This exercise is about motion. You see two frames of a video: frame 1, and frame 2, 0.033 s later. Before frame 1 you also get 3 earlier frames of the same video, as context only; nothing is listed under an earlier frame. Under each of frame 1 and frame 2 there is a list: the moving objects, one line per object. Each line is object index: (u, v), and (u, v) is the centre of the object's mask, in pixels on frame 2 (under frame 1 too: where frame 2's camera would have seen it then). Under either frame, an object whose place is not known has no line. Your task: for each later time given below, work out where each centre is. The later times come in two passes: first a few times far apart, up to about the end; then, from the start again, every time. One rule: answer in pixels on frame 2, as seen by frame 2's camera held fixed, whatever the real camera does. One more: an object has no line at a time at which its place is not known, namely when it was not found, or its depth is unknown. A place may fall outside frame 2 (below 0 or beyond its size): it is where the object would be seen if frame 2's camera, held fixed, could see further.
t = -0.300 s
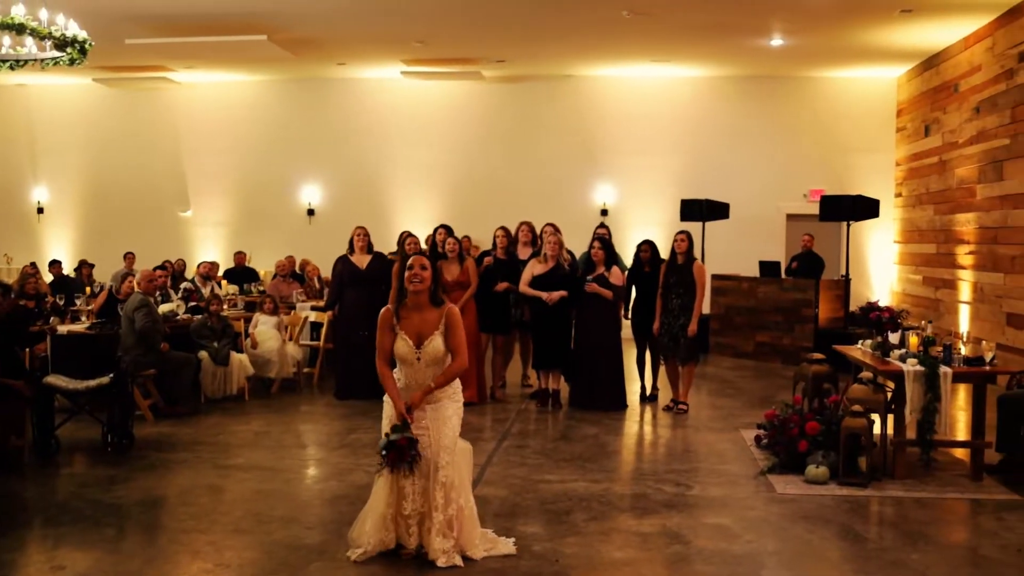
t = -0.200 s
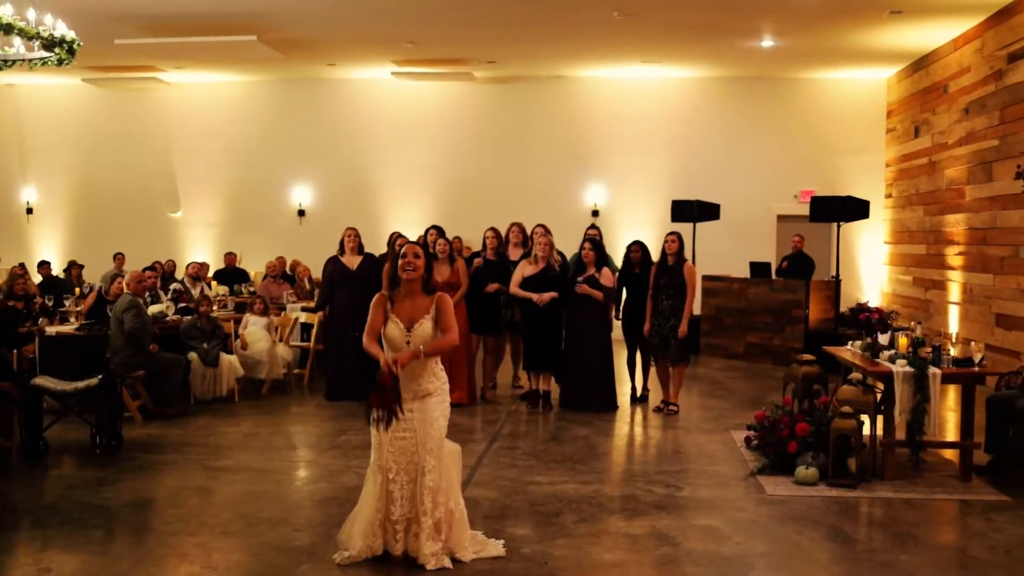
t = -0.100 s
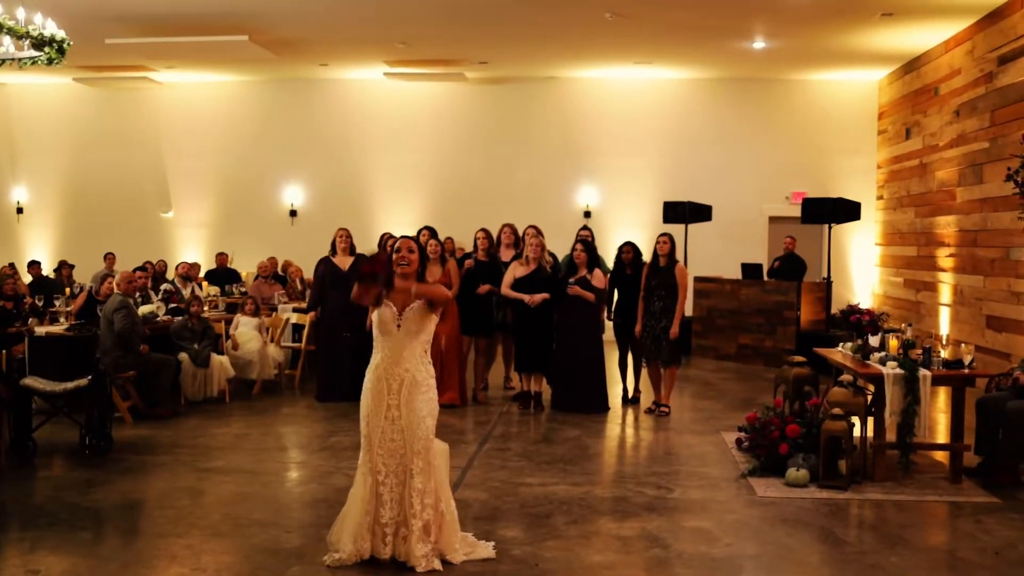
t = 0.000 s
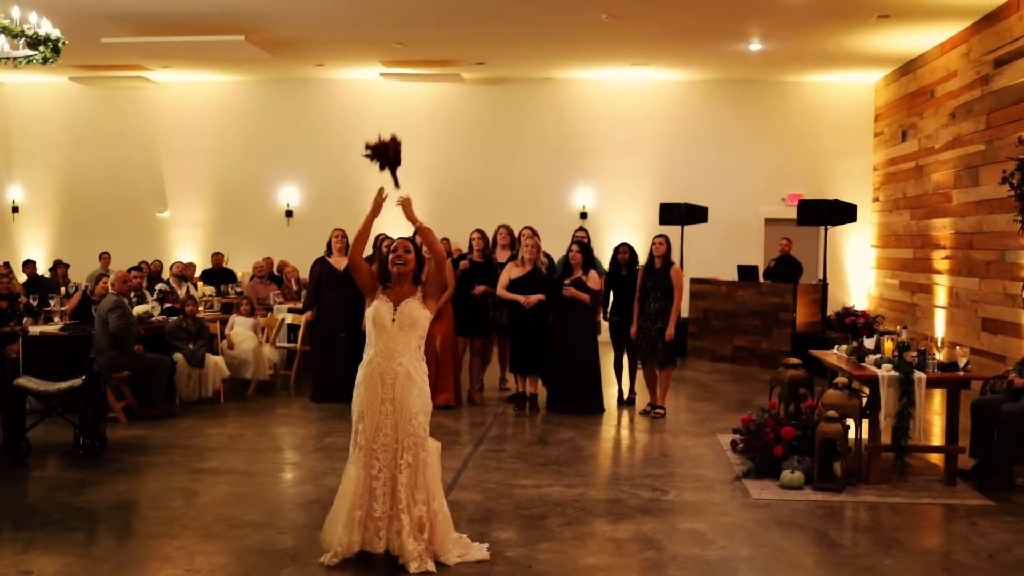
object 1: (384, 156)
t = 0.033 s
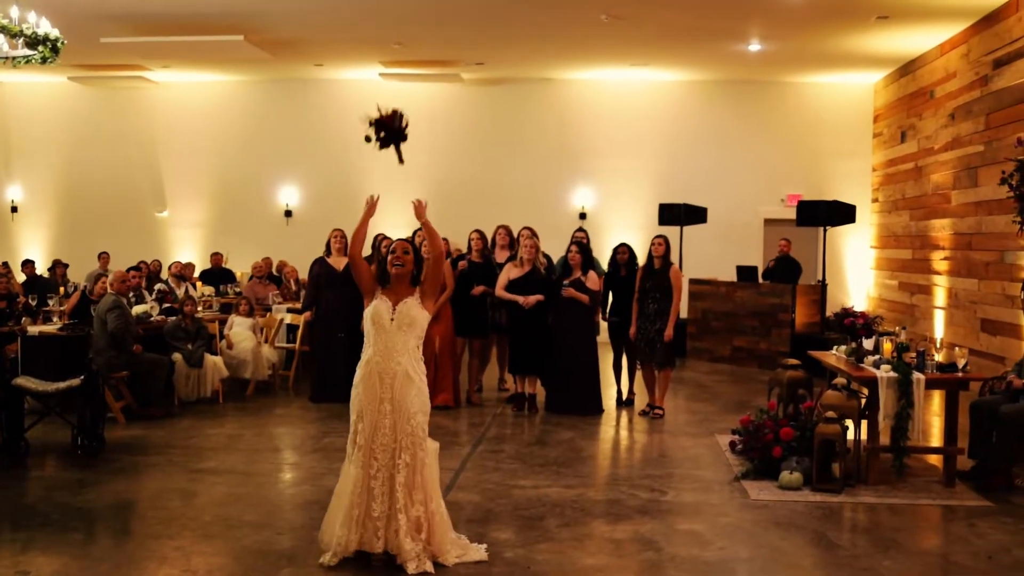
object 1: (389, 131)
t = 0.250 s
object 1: (414, 49)
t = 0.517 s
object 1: (432, 75)
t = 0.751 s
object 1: (449, 149)
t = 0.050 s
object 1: (390, 120)
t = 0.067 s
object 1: (393, 110)
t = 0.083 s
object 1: (397, 101)
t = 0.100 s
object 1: (399, 93)
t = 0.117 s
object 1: (401, 84)
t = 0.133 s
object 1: (404, 76)
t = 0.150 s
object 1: (405, 70)
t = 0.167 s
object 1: (407, 64)
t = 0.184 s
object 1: (408, 60)
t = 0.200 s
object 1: (410, 57)
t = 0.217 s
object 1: (412, 53)
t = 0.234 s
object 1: (413, 51)
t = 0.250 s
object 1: (414, 49)
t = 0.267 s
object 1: (415, 47)
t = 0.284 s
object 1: (416, 47)
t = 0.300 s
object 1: (417, 47)
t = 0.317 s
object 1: (418, 47)
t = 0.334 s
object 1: (419, 47)
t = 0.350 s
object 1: (420, 48)
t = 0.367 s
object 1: (421, 50)
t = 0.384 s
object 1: (421, 51)
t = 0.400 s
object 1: (423, 53)
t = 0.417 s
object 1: (424, 56)
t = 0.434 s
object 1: (426, 58)
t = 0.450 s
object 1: (427, 61)
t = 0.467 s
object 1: (428, 64)
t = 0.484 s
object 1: (429, 68)
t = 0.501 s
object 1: (431, 72)
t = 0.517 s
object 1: (432, 75)
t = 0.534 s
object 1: (433, 80)
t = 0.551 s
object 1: (434, 84)
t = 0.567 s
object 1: (436, 89)
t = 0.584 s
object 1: (437, 93)
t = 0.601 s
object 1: (438, 98)
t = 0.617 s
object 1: (439, 103)
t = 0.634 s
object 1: (440, 108)
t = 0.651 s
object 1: (441, 113)
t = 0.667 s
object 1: (442, 119)
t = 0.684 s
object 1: (443, 125)
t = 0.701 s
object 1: (445, 130)
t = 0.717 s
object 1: (447, 136)
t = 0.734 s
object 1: (448, 143)
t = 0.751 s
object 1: (449, 149)
